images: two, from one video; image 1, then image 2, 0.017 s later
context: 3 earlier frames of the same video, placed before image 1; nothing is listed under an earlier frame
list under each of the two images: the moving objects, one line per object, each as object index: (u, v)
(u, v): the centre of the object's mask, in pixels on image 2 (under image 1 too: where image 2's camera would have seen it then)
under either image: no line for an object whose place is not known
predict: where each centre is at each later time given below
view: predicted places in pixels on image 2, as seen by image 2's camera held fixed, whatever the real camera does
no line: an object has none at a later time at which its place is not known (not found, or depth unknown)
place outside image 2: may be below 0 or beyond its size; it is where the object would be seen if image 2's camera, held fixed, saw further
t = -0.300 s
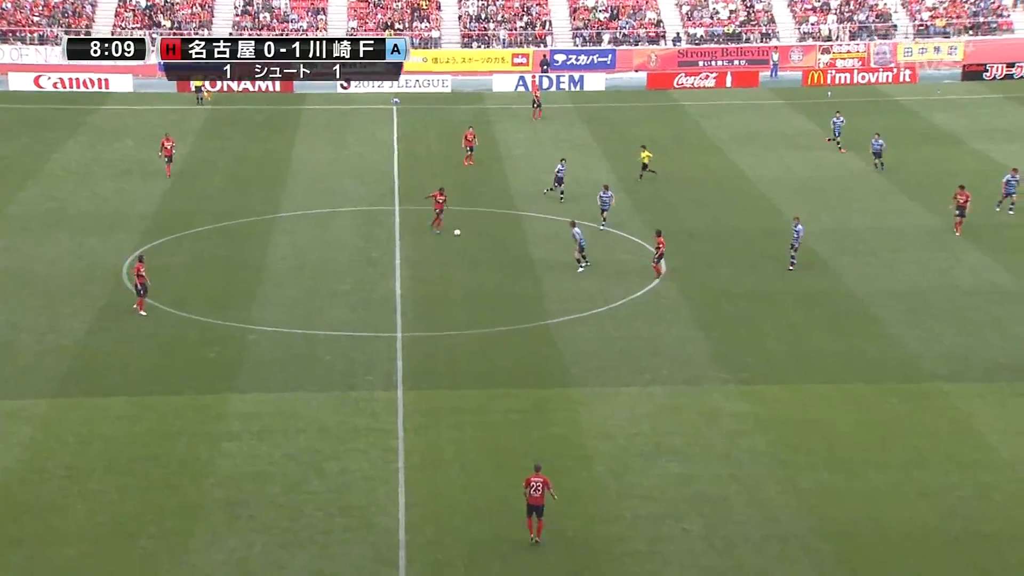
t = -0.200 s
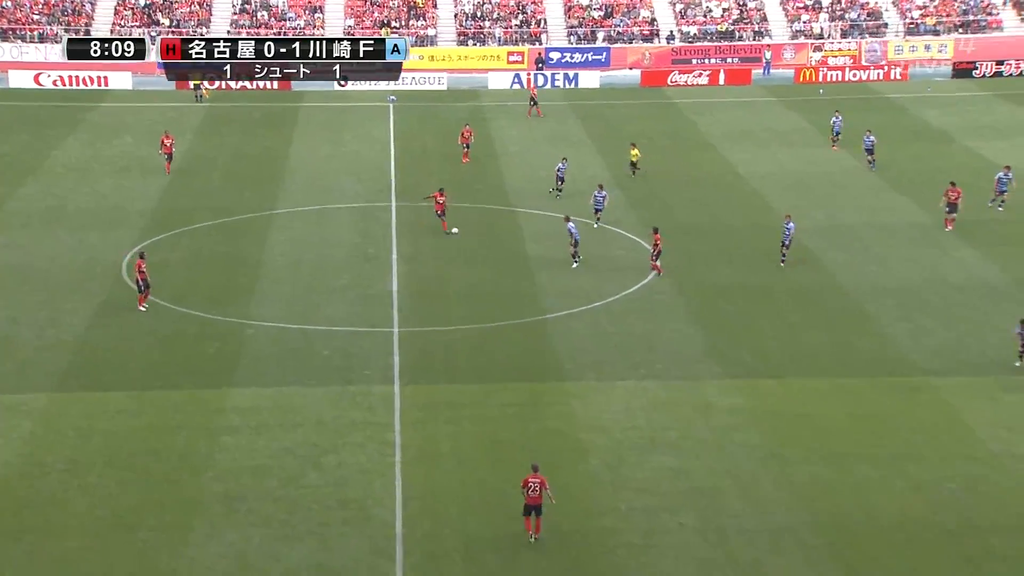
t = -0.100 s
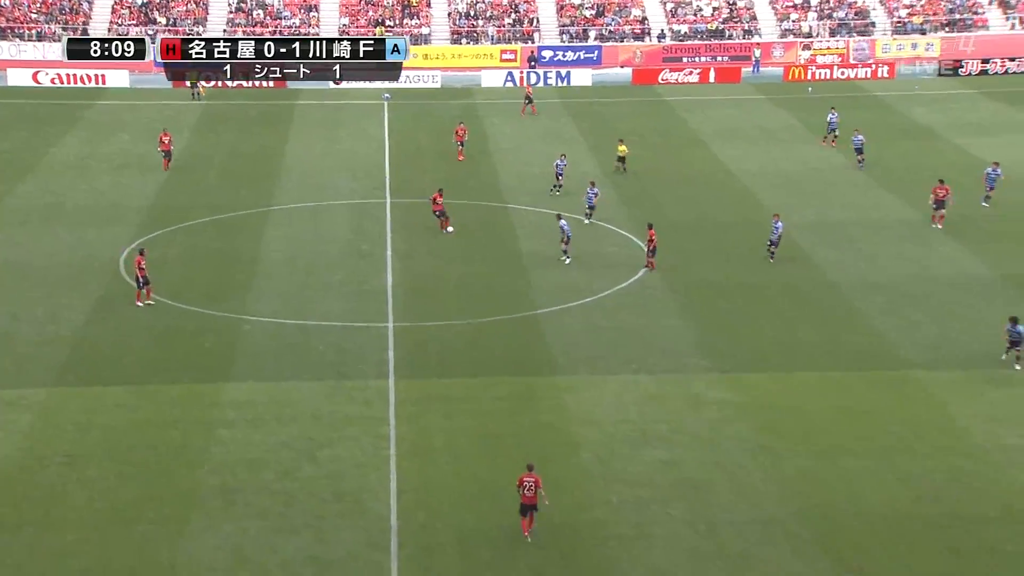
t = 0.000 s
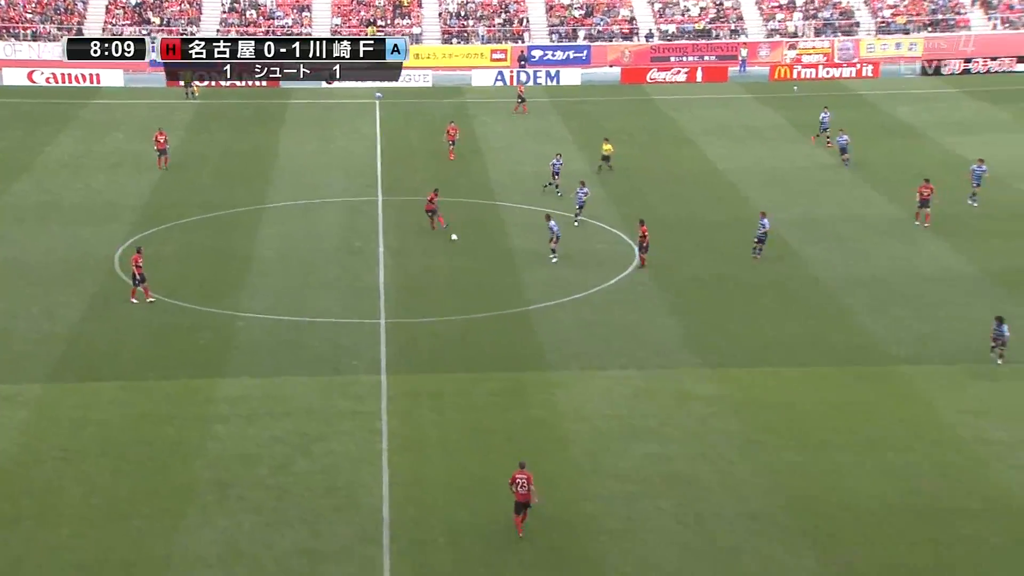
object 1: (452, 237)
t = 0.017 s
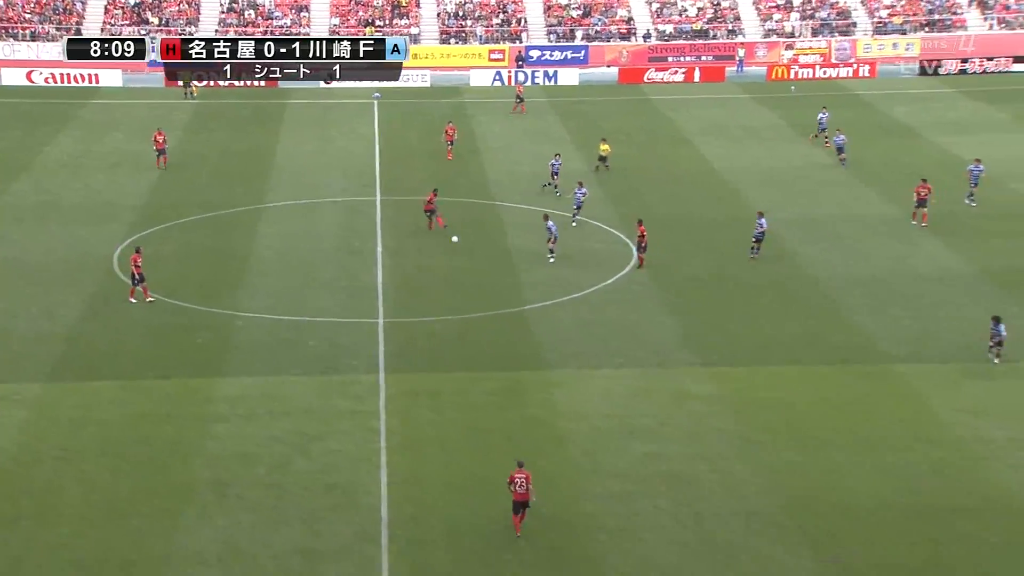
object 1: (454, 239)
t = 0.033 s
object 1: (457, 242)
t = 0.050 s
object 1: (459, 244)
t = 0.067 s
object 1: (461, 247)
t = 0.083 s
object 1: (463, 250)
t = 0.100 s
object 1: (465, 252)
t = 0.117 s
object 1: (467, 256)
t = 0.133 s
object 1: (469, 259)
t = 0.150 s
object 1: (472, 261)
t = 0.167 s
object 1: (473, 265)
